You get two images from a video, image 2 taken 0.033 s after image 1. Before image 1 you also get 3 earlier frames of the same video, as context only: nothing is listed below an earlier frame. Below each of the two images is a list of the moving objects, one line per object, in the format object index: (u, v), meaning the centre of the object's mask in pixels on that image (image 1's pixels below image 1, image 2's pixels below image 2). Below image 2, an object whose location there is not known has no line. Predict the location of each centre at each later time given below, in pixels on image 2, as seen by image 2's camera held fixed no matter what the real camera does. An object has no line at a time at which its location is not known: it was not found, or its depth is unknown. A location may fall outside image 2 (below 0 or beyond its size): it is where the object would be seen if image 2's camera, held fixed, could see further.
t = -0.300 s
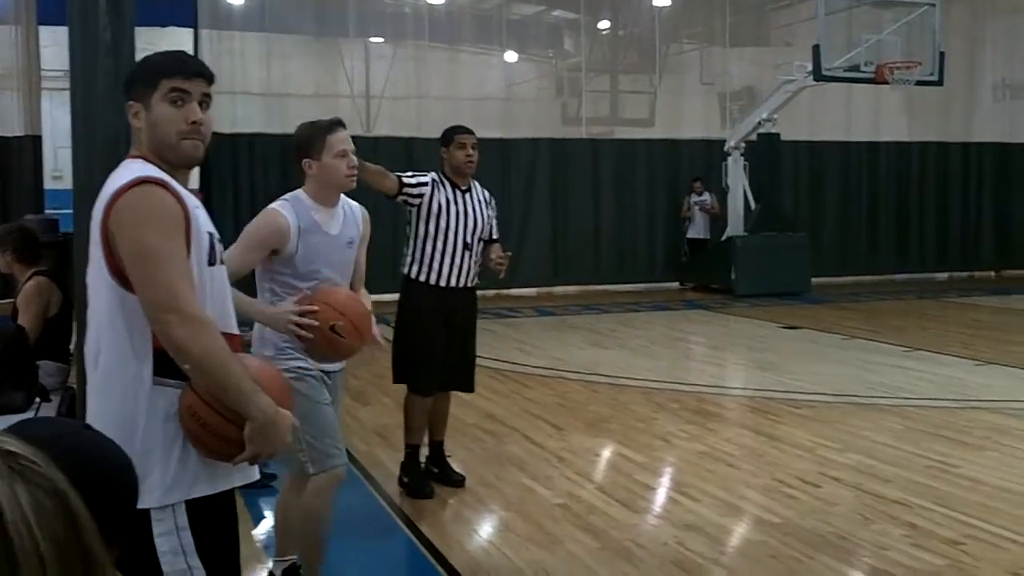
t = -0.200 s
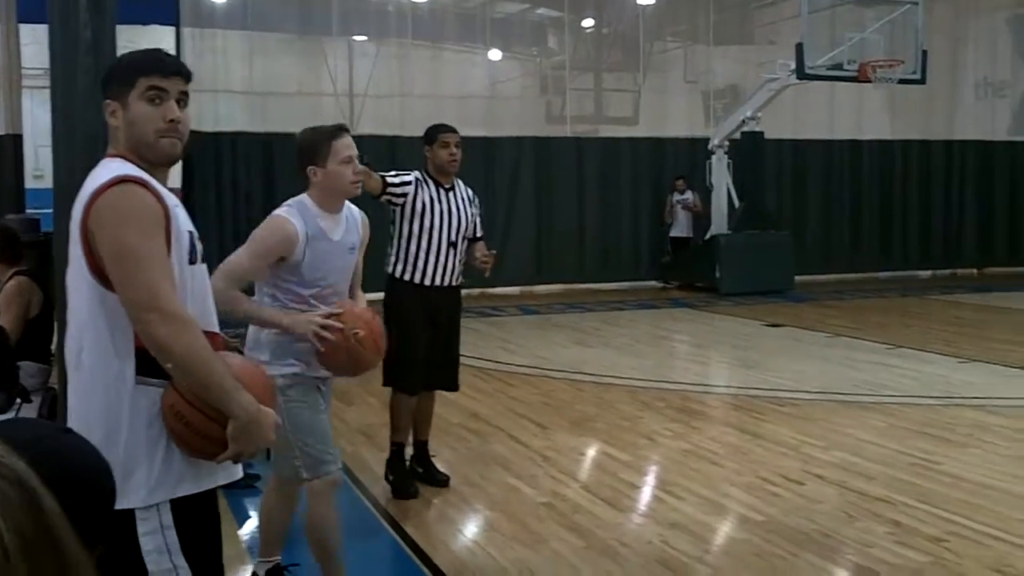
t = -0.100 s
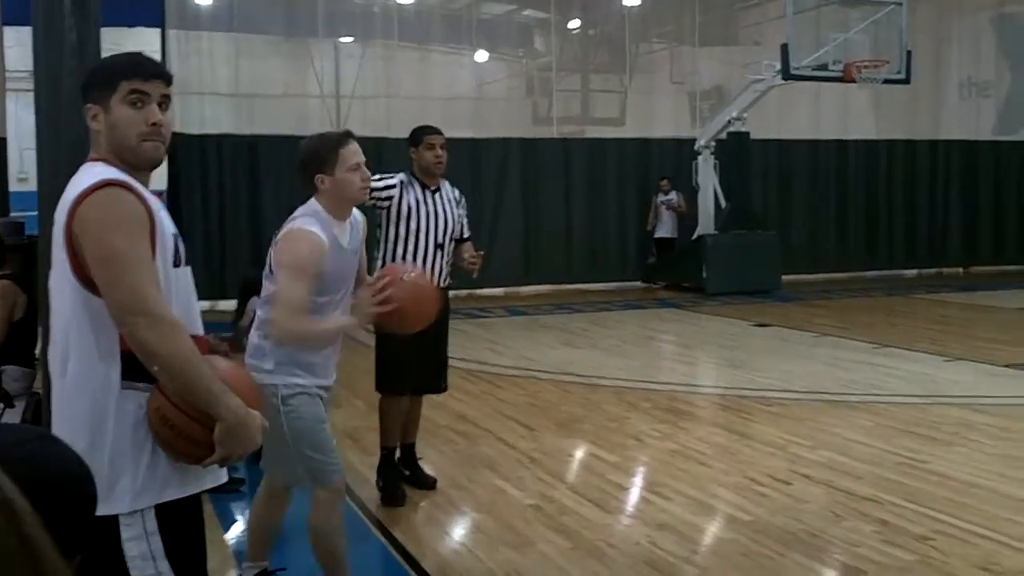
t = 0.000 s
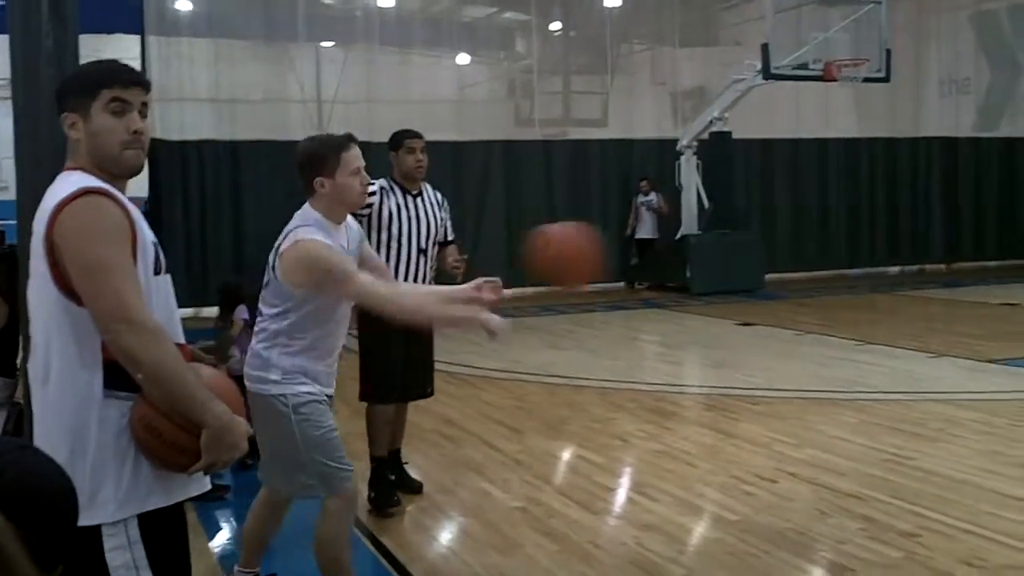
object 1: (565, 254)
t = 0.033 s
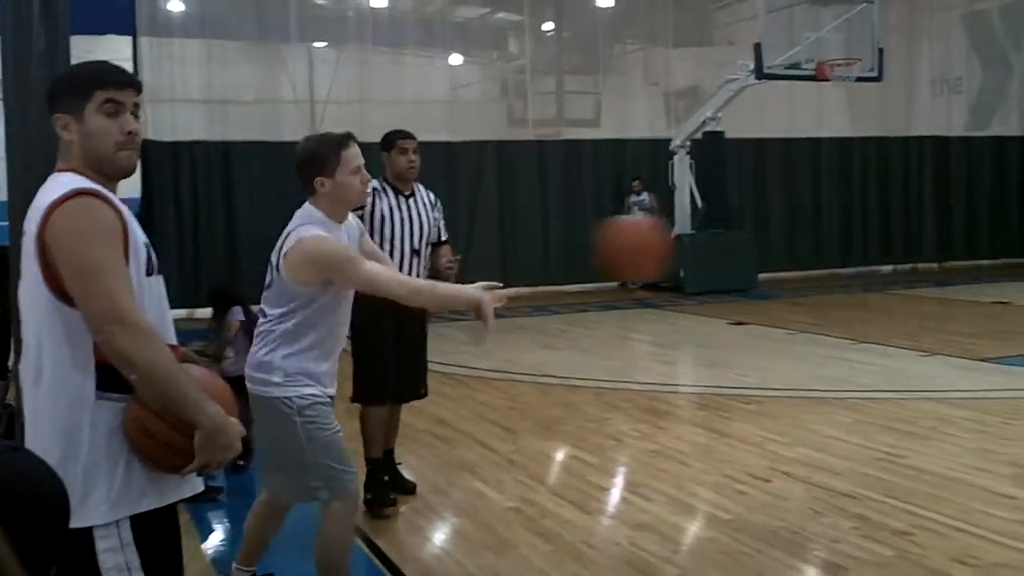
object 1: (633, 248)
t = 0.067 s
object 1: (712, 244)
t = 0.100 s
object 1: (783, 240)
